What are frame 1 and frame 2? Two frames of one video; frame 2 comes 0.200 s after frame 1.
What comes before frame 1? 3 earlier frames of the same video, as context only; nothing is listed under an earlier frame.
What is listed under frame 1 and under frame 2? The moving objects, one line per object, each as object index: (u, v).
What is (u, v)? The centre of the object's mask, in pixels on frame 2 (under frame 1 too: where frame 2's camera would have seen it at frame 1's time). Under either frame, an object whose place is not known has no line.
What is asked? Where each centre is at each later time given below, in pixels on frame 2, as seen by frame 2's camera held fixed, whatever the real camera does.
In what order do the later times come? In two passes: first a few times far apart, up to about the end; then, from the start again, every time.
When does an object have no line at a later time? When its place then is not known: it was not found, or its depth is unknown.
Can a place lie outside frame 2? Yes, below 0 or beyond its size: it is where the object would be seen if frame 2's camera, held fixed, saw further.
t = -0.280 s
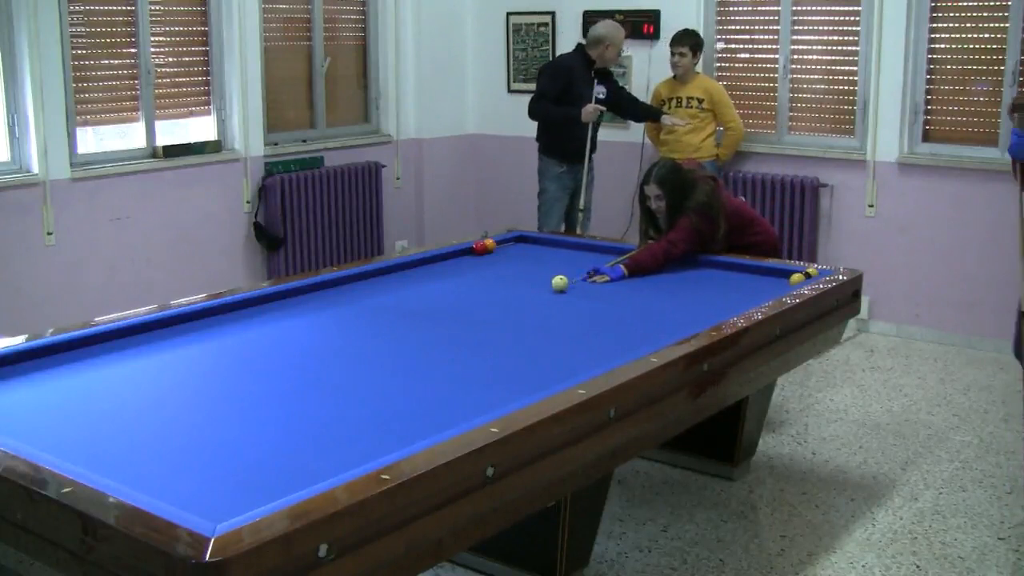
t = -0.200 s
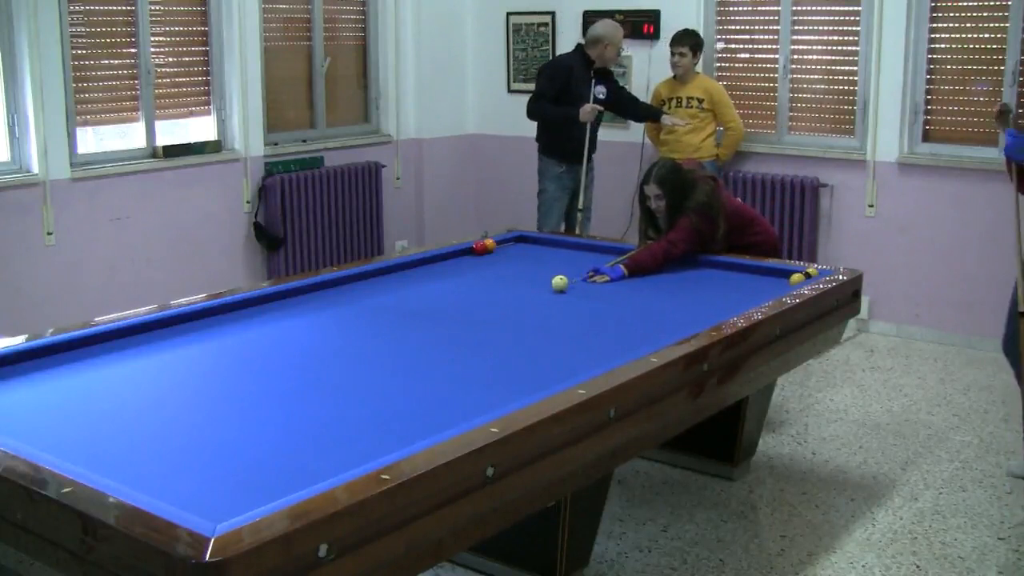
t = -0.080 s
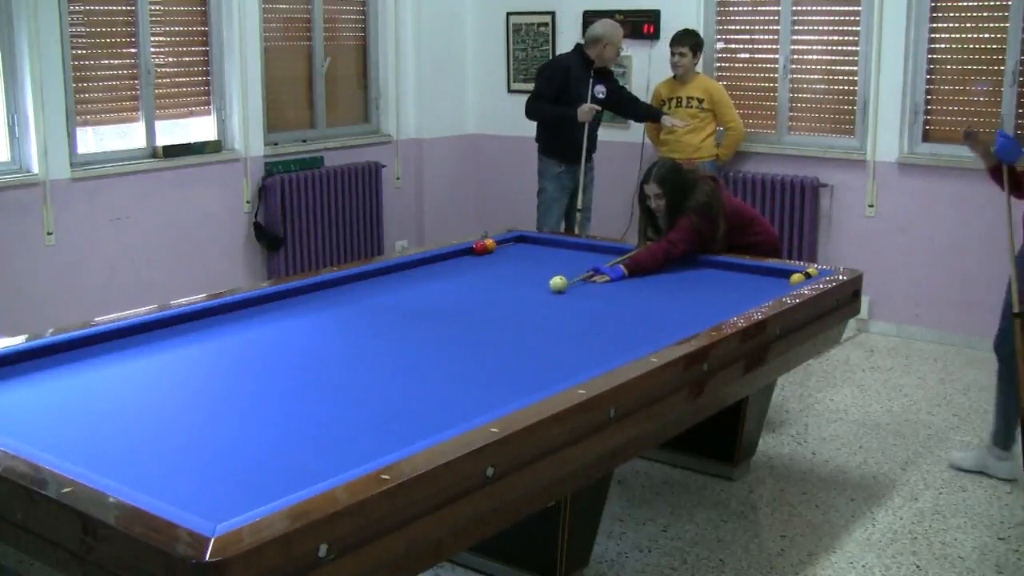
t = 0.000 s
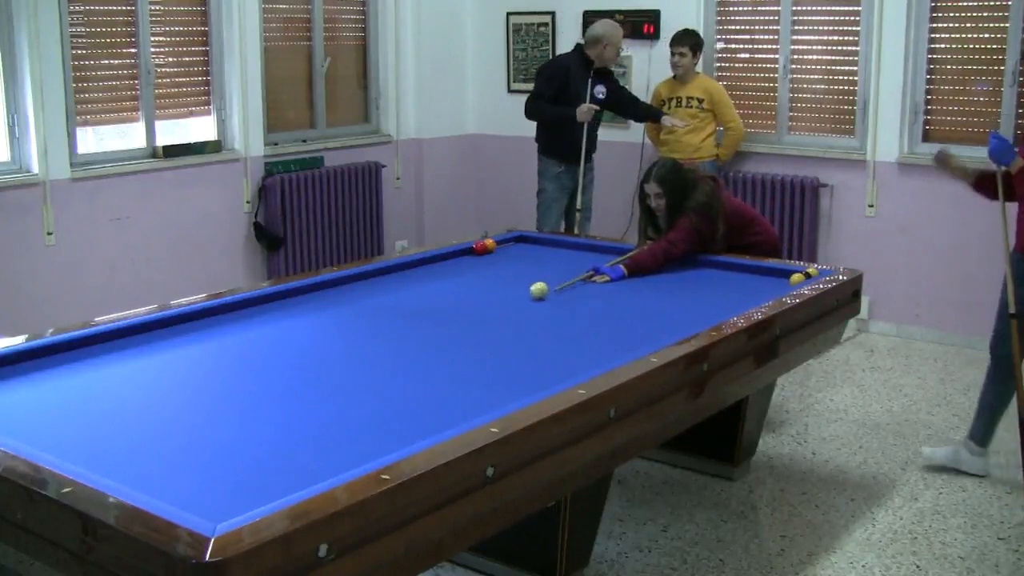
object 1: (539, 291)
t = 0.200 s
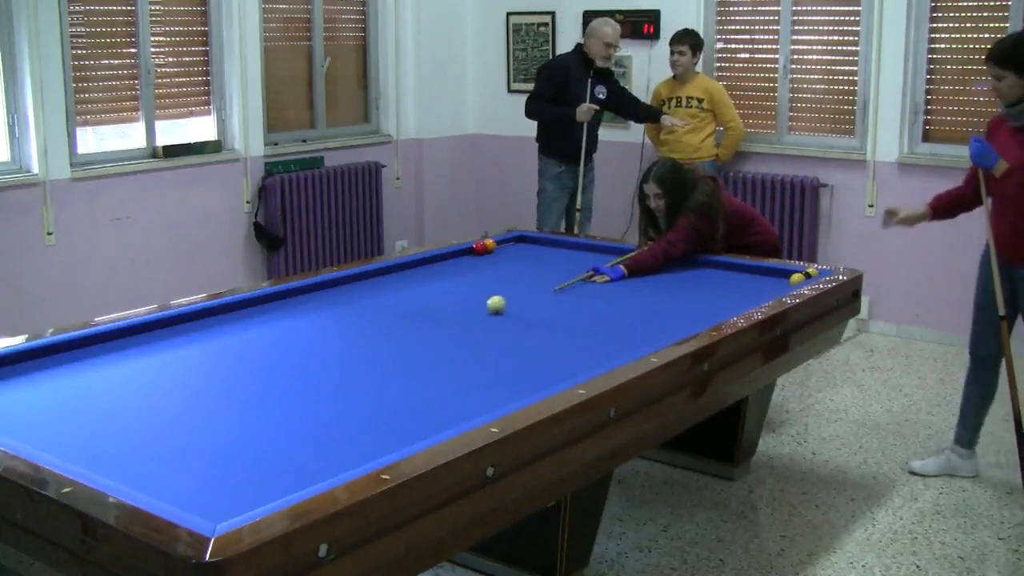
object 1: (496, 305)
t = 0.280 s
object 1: (481, 310)
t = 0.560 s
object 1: (440, 323)
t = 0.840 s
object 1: (396, 338)
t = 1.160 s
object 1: (343, 355)
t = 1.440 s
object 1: (292, 372)
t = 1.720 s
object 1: (238, 390)
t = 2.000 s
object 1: (179, 409)
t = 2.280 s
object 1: (117, 430)
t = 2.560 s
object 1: (52, 448)
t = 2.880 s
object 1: (98, 437)
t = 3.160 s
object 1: (134, 427)
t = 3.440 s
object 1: (167, 417)
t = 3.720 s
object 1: (197, 408)
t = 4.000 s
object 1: (224, 400)
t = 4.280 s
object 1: (249, 392)
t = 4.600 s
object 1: (276, 384)
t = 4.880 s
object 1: (297, 378)
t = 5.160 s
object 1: (316, 372)
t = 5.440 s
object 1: (334, 366)
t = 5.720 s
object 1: (350, 361)
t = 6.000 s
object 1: (365, 357)
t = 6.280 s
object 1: (378, 352)
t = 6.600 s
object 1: (392, 348)
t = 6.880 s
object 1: (402, 345)
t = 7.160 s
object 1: (411, 341)
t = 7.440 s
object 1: (419, 338)
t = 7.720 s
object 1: (426, 336)
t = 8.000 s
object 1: (432, 334)
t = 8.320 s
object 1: (438, 332)
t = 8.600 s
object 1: (443, 330)
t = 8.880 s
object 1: (447, 329)
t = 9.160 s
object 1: (450, 328)
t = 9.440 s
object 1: (452, 327)
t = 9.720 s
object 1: (455, 327)
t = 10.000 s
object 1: (456, 327)
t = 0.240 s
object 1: (489, 307)
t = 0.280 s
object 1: (481, 310)
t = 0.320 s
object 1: (475, 312)
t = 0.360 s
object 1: (469, 314)
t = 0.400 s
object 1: (464, 316)
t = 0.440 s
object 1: (457, 318)
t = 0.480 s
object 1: (452, 320)
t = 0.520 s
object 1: (446, 322)
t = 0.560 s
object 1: (440, 323)
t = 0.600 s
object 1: (433, 325)
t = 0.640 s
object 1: (427, 327)
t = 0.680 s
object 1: (421, 329)
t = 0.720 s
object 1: (415, 331)
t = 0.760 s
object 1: (409, 334)
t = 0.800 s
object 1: (402, 335)
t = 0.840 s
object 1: (396, 338)
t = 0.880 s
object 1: (389, 340)
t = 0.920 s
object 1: (383, 342)
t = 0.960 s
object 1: (377, 344)
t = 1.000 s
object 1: (370, 346)
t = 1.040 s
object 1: (363, 348)
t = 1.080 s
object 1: (356, 351)
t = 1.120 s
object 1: (349, 353)
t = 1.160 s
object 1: (343, 355)
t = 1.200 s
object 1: (335, 358)
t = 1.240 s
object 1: (328, 360)
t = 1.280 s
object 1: (321, 362)
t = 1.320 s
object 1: (314, 365)
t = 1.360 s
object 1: (307, 367)
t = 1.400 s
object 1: (299, 370)
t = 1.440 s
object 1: (292, 372)
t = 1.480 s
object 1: (284, 374)
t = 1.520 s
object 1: (277, 377)
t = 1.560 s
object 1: (269, 380)
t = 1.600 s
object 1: (261, 382)
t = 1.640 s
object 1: (253, 384)
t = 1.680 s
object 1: (245, 387)
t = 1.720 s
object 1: (238, 390)
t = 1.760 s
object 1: (229, 393)
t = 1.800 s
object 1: (221, 395)
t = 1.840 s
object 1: (213, 398)
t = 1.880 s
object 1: (204, 401)
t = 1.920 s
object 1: (196, 404)
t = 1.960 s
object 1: (188, 406)
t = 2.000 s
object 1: (179, 409)
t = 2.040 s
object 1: (170, 412)
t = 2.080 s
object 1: (162, 415)
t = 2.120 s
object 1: (153, 418)
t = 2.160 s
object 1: (144, 421)
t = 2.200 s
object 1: (135, 424)
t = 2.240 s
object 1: (126, 427)
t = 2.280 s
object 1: (117, 430)
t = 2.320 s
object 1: (107, 433)
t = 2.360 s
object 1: (97, 436)
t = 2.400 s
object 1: (88, 439)
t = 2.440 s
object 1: (78, 442)
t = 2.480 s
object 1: (68, 445)
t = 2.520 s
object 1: (59, 447)
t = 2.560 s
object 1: (52, 448)
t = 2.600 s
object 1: (59, 447)
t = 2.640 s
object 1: (65, 447)
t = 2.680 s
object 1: (71, 446)
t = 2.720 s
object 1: (76, 444)
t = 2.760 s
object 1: (82, 442)
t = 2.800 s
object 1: (88, 440)
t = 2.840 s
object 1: (93, 439)
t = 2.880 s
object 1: (98, 437)
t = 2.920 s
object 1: (103, 436)
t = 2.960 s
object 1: (109, 434)
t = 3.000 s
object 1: (114, 432)
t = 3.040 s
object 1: (119, 431)
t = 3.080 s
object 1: (124, 430)
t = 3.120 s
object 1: (129, 428)
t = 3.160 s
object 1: (134, 427)
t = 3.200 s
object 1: (139, 425)
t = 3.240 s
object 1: (144, 424)
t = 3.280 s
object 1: (149, 422)
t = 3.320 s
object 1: (153, 421)
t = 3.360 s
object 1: (158, 420)
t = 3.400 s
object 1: (162, 418)
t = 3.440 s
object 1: (167, 417)
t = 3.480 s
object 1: (171, 416)
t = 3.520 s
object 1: (176, 414)
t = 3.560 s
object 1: (180, 413)
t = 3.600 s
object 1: (184, 412)
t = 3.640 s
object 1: (189, 411)
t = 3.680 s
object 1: (193, 410)
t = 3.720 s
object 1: (197, 408)
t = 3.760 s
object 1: (201, 407)
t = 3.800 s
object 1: (205, 406)
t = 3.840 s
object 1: (209, 405)
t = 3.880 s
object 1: (213, 403)
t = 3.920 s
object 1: (217, 402)
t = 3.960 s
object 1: (220, 401)
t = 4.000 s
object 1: (224, 400)
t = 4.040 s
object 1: (228, 399)
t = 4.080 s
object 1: (232, 398)
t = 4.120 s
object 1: (235, 397)
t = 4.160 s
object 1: (239, 395)
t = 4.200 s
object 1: (243, 394)
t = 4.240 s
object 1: (246, 393)
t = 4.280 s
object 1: (249, 392)
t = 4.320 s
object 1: (253, 391)
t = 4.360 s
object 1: (256, 390)
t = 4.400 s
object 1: (260, 389)
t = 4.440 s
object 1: (263, 388)
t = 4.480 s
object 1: (266, 387)
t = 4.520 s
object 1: (270, 386)
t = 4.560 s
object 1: (273, 385)
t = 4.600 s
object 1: (276, 384)
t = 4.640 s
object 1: (279, 383)
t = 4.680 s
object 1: (282, 382)
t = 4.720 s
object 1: (285, 381)
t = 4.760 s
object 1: (288, 381)
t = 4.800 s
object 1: (291, 380)
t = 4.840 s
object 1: (294, 378)
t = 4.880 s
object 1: (297, 378)
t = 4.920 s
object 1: (300, 377)
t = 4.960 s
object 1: (303, 376)
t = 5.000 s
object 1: (305, 375)
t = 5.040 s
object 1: (308, 374)
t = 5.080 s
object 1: (311, 373)
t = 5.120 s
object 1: (314, 373)
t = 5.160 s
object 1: (316, 372)
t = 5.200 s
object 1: (319, 371)
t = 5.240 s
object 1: (321, 370)
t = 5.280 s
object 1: (324, 369)
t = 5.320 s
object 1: (326, 368)
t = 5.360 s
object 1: (329, 368)
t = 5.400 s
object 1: (331, 367)
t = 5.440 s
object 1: (334, 366)
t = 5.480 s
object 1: (336, 366)
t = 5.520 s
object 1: (338, 365)
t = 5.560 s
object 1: (341, 364)
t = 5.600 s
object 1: (343, 363)
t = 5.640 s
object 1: (345, 362)
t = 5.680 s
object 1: (348, 361)
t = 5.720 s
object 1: (350, 361)
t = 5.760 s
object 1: (352, 360)
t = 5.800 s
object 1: (354, 360)
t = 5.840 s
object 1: (357, 359)
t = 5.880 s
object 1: (359, 359)
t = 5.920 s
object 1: (361, 358)
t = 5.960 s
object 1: (363, 357)
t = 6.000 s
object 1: (365, 357)
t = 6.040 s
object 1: (367, 356)
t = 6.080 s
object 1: (369, 355)
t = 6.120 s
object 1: (371, 355)
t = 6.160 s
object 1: (373, 354)
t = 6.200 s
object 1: (374, 354)
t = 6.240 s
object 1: (376, 353)
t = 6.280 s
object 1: (378, 352)
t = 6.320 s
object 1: (380, 352)
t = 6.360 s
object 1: (382, 351)
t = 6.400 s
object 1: (383, 351)
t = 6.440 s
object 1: (385, 350)
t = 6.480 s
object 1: (387, 350)
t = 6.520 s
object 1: (389, 349)
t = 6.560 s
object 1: (390, 348)
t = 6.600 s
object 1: (392, 348)
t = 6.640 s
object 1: (393, 347)
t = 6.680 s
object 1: (395, 347)
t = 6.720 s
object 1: (396, 346)
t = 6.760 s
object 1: (398, 346)
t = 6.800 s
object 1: (399, 345)
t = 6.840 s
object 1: (401, 345)
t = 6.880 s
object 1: (402, 345)
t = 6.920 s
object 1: (403, 344)
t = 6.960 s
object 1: (405, 343)
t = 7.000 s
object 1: (406, 343)
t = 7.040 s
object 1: (407, 342)
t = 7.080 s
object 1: (408, 342)
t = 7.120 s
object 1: (410, 342)
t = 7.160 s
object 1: (411, 341)
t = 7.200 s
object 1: (412, 341)
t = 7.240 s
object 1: (414, 340)
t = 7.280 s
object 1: (415, 340)
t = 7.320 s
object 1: (416, 340)
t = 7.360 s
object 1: (417, 339)
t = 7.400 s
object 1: (418, 339)
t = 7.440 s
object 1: (419, 338)
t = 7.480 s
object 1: (420, 338)
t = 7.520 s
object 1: (421, 338)
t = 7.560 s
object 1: (422, 337)
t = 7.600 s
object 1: (423, 337)
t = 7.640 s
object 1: (424, 337)
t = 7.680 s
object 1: (425, 336)
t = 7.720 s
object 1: (426, 336)
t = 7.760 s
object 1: (427, 336)
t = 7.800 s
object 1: (428, 335)
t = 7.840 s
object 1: (429, 335)
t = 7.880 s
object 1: (429, 335)
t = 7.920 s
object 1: (430, 334)
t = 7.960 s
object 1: (431, 334)
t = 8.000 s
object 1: (432, 334)
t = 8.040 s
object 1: (433, 333)
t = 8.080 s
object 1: (434, 333)
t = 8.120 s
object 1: (435, 333)
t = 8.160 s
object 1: (435, 332)
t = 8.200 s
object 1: (436, 332)
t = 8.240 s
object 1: (437, 332)
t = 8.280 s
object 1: (438, 332)
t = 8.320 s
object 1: (438, 332)
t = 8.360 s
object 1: (439, 331)
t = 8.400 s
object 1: (440, 331)
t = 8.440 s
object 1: (440, 331)
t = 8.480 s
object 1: (441, 331)
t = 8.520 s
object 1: (442, 330)
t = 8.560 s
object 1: (443, 330)
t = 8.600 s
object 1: (443, 330)
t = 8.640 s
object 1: (444, 330)
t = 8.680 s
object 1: (445, 329)
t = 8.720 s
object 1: (445, 329)
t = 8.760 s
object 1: (446, 329)
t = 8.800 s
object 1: (446, 329)
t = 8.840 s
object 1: (447, 329)
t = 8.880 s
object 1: (447, 329)
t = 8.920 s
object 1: (448, 329)
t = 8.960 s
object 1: (448, 328)
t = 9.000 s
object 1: (449, 328)
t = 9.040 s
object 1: (449, 328)
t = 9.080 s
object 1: (449, 328)
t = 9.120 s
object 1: (450, 328)
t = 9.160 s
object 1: (450, 328)
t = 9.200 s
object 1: (450, 328)
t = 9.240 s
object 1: (451, 328)
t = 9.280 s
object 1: (451, 327)
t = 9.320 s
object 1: (451, 327)
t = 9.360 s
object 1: (452, 328)
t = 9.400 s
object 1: (452, 327)
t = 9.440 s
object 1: (452, 327)
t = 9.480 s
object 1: (453, 327)
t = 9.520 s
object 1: (453, 327)
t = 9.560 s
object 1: (453, 327)
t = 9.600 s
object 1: (454, 327)
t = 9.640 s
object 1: (454, 327)
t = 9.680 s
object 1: (454, 327)
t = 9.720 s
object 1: (455, 327)
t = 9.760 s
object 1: (455, 327)
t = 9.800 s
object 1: (455, 327)
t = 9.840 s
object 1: (455, 327)
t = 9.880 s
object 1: (456, 327)
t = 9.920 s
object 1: (456, 327)
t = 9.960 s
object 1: (456, 327)
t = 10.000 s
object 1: (456, 327)
